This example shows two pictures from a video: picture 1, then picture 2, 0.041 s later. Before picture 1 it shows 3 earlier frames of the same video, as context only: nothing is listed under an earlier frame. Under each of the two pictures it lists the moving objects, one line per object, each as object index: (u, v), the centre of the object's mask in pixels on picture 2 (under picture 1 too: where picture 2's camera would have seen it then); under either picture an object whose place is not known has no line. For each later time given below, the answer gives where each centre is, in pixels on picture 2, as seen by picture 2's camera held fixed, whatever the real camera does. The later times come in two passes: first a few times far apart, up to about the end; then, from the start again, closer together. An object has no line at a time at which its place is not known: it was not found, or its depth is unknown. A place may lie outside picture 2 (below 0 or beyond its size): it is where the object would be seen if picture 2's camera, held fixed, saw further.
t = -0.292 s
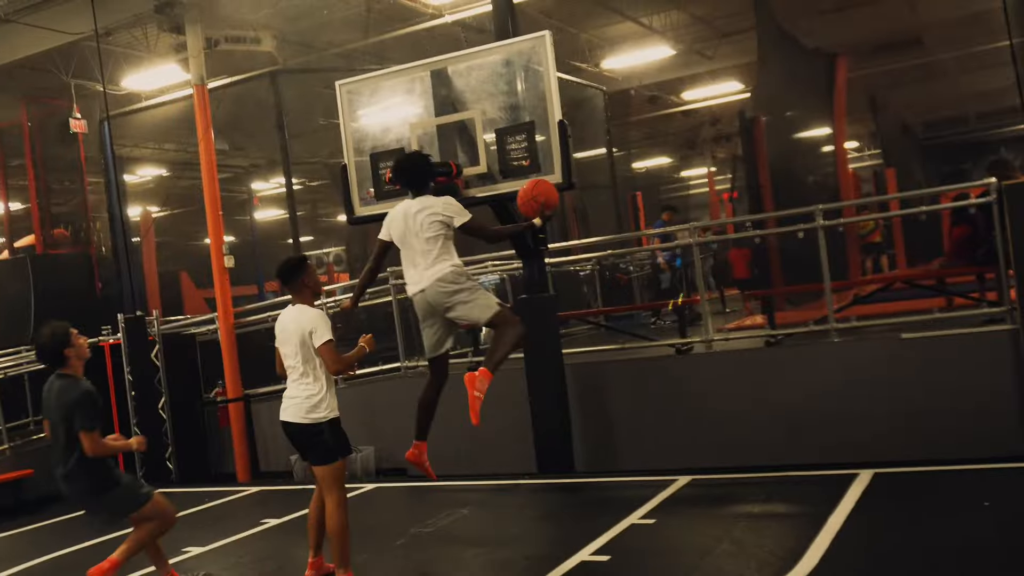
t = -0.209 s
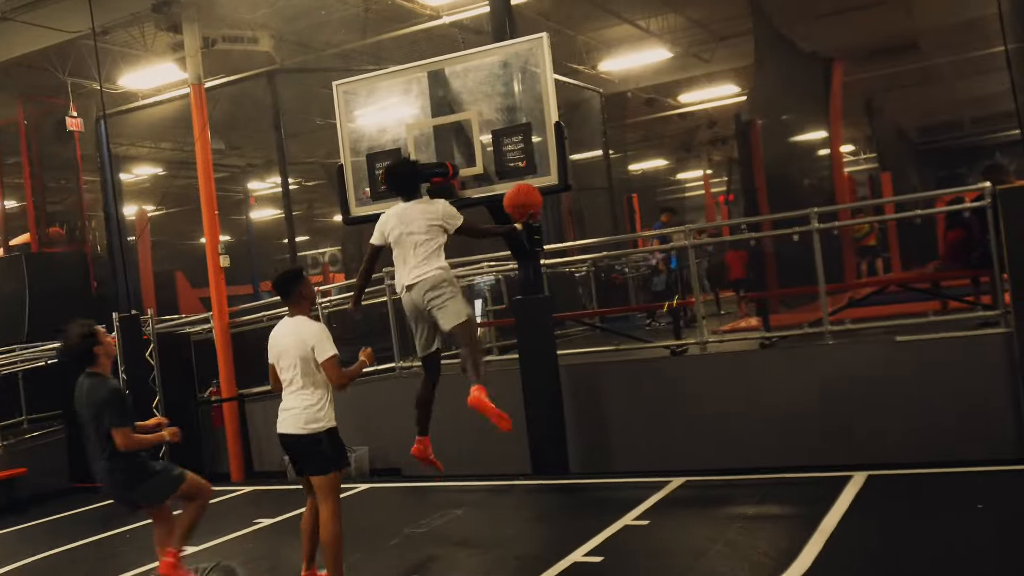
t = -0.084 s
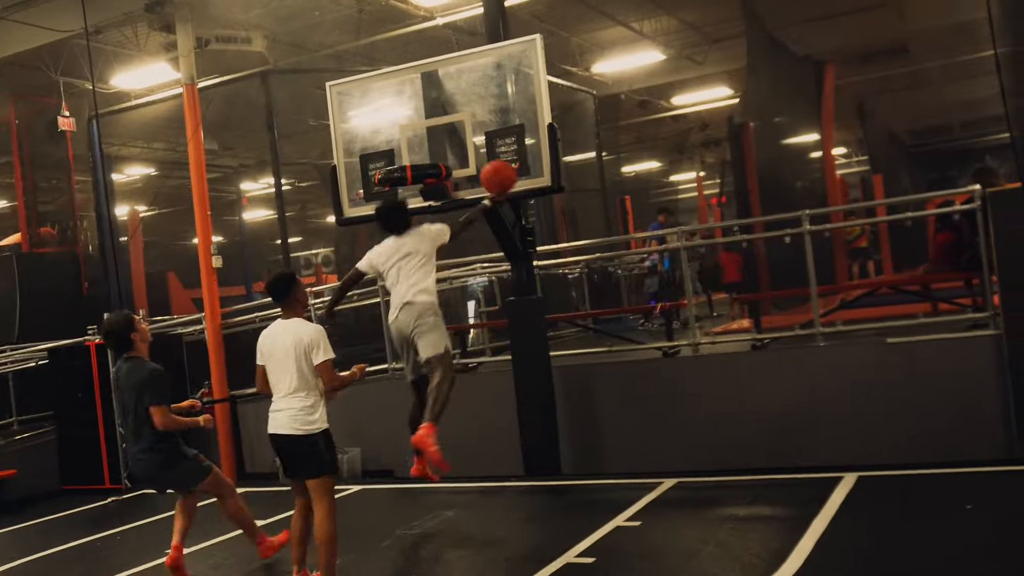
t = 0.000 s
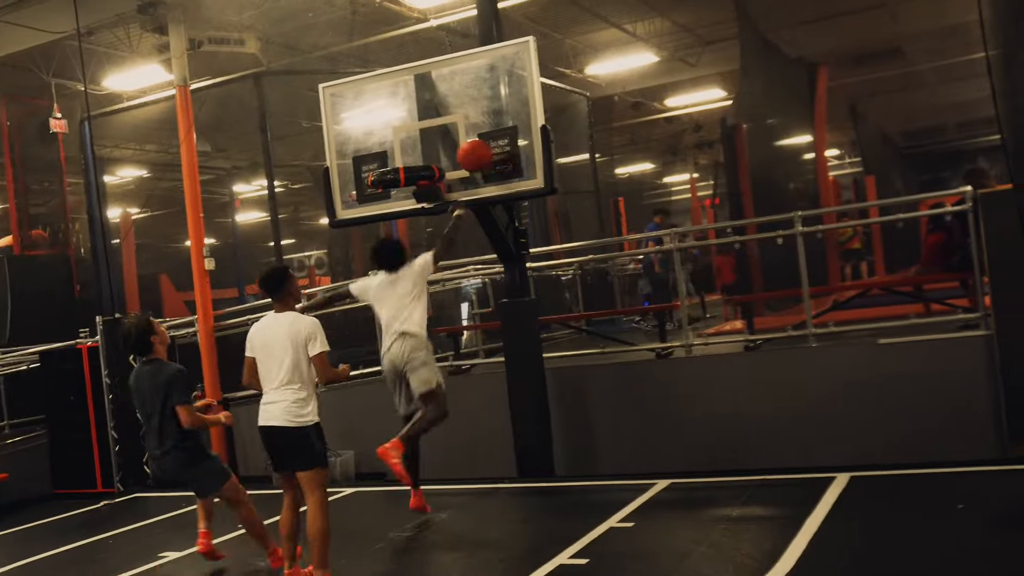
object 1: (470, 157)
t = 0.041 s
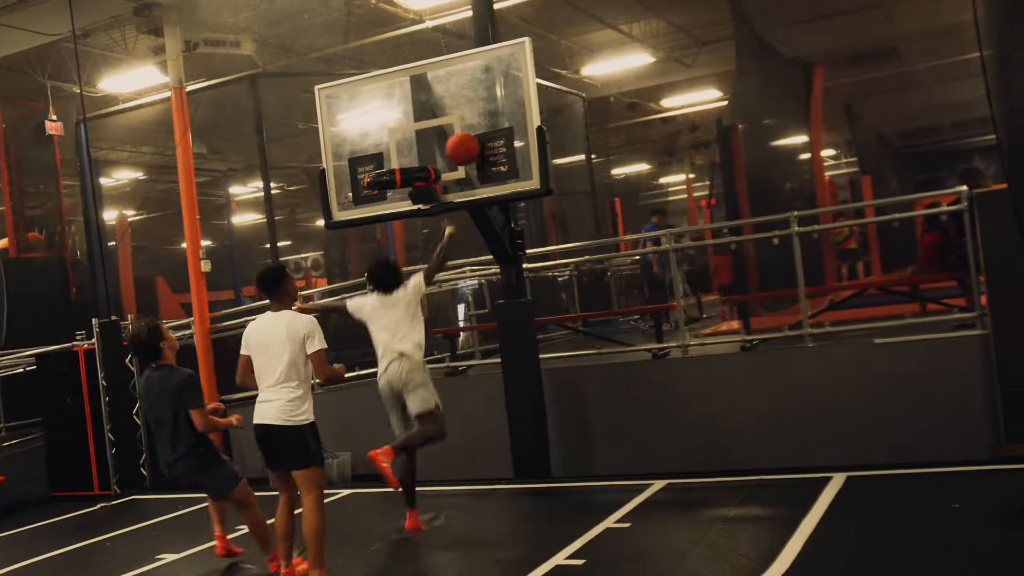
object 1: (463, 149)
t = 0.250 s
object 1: (413, 131)
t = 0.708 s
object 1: (349, 167)
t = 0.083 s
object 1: (455, 143)
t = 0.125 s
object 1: (444, 137)
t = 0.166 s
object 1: (433, 132)
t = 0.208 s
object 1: (424, 131)
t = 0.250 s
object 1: (413, 131)
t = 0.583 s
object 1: (356, 151)
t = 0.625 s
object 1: (354, 154)
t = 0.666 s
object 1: (352, 159)
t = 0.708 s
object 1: (349, 167)
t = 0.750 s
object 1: (345, 171)
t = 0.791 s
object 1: (341, 179)
